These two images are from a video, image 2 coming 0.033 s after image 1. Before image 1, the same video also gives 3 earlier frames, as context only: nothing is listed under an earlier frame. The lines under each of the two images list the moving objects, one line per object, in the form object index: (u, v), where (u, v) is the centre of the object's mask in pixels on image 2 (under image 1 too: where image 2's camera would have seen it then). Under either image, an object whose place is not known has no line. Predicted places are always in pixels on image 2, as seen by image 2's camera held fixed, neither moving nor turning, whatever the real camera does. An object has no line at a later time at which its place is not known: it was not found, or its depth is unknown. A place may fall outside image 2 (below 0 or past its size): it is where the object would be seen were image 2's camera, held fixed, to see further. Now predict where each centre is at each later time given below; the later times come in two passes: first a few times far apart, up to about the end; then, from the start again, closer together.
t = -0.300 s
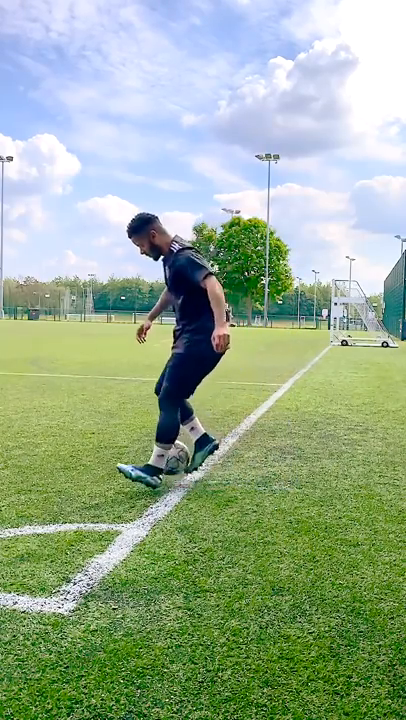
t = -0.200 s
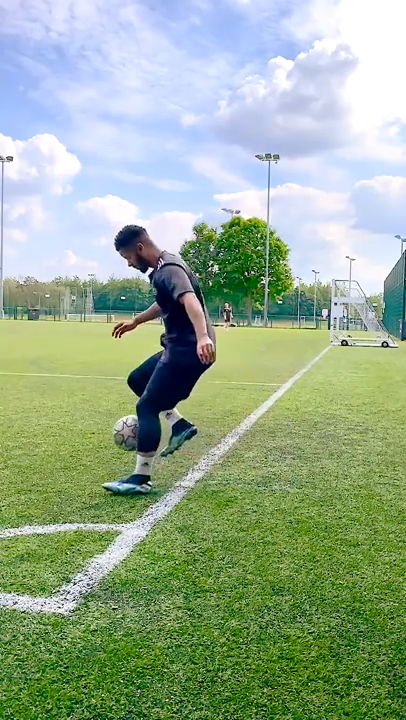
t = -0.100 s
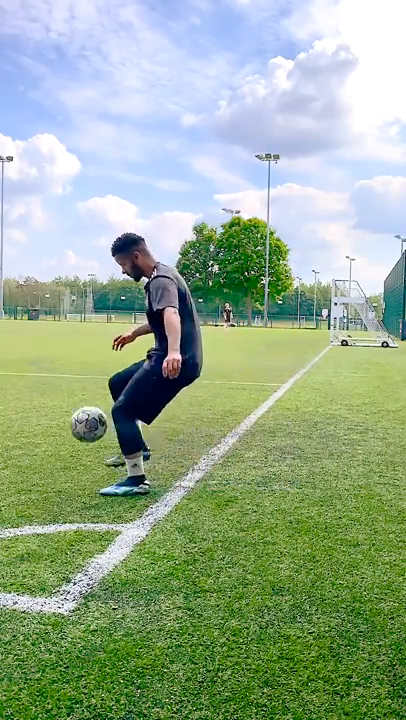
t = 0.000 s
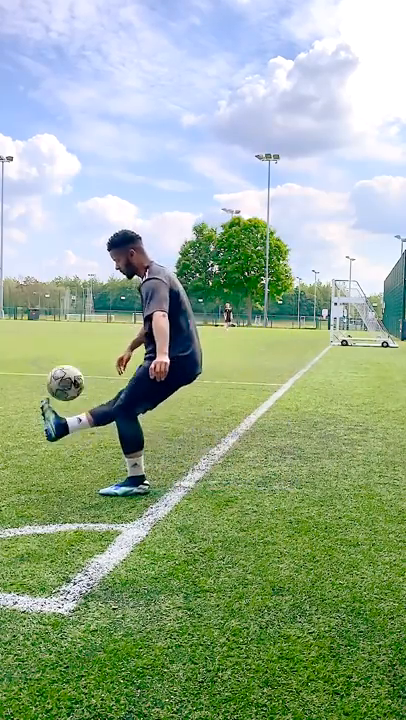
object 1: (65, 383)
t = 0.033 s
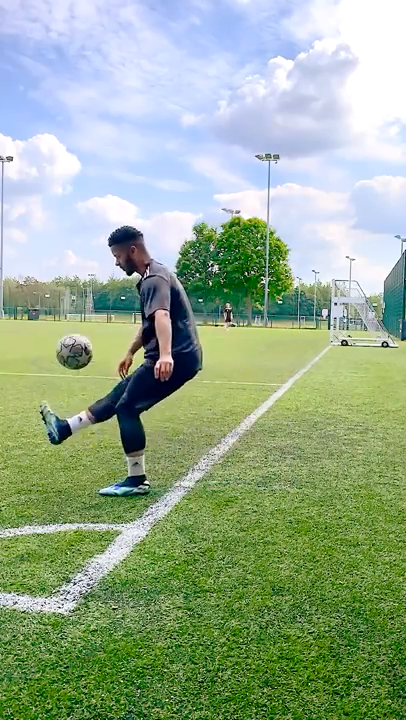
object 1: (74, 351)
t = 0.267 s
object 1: (132, 196)
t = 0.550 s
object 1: (192, 135)
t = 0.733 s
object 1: (224, 160)
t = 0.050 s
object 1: (78, 337)
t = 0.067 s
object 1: (83, 323)
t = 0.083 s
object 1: (87, 309)
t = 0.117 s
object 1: (95, 284)
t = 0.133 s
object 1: (100, 272)
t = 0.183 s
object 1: (112, 239)
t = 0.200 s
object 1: (115, 230)
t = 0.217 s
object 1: (119, 220)
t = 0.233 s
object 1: (124, 212)
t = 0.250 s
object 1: (128, 204)
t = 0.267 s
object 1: (132, 196)
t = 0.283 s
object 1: (136, 189)
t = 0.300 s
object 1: (139, 182)
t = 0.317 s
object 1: (144, 175)
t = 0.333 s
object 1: (147, 169)
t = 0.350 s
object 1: (151, 164)
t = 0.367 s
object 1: (155, 159)
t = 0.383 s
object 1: (158, 155)
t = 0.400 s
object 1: (162, 151)
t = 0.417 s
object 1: (165, 147)
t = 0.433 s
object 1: (169, 144)
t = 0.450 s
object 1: (172, 142)
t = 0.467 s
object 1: (176, 140)
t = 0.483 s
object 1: (179, 138)
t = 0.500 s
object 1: (182, 136)
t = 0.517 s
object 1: (185, 135)
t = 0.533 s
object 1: (189, 135)
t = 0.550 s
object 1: (192, 135)
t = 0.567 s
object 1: (195, 135)
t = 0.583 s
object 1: (198, 136)
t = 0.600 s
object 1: (201, 137)
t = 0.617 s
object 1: (204, 138)
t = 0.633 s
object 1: (207, 141)
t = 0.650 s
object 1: (210, 143)
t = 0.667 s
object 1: (213, 146)
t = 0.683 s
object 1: (216, 149)
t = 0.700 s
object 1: (219, 152)
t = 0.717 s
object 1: (222, 156)
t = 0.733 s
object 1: (224, 160)
